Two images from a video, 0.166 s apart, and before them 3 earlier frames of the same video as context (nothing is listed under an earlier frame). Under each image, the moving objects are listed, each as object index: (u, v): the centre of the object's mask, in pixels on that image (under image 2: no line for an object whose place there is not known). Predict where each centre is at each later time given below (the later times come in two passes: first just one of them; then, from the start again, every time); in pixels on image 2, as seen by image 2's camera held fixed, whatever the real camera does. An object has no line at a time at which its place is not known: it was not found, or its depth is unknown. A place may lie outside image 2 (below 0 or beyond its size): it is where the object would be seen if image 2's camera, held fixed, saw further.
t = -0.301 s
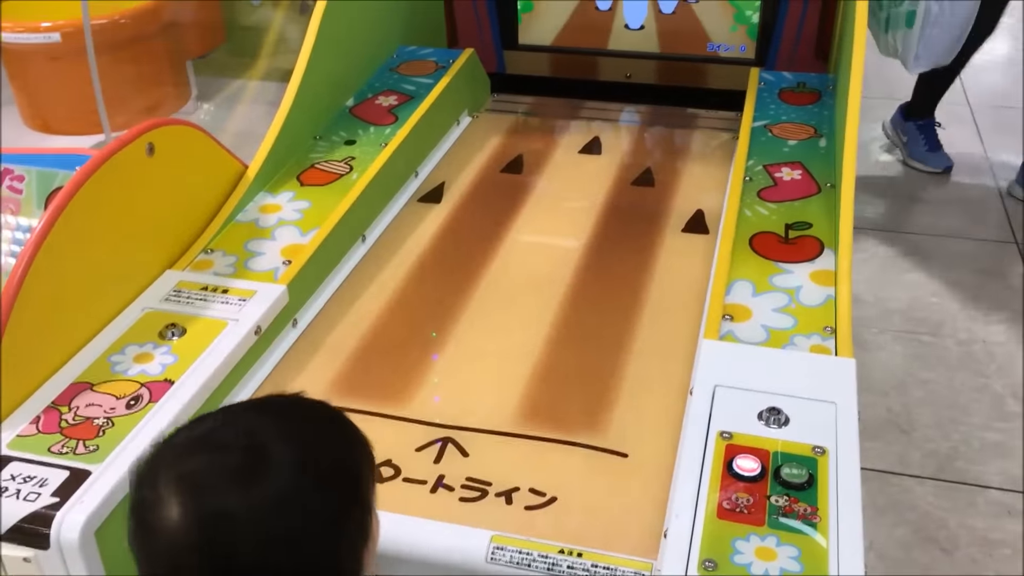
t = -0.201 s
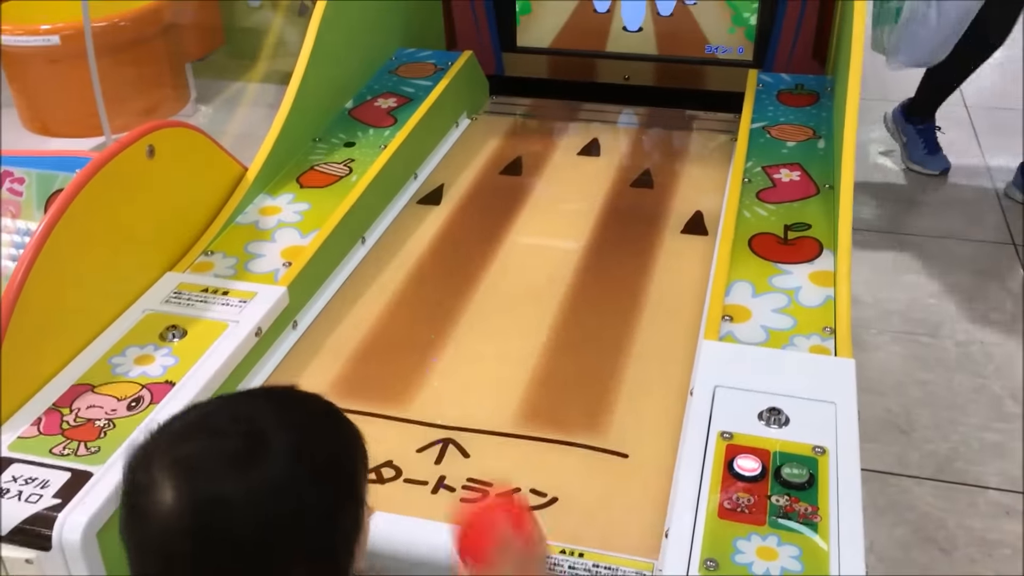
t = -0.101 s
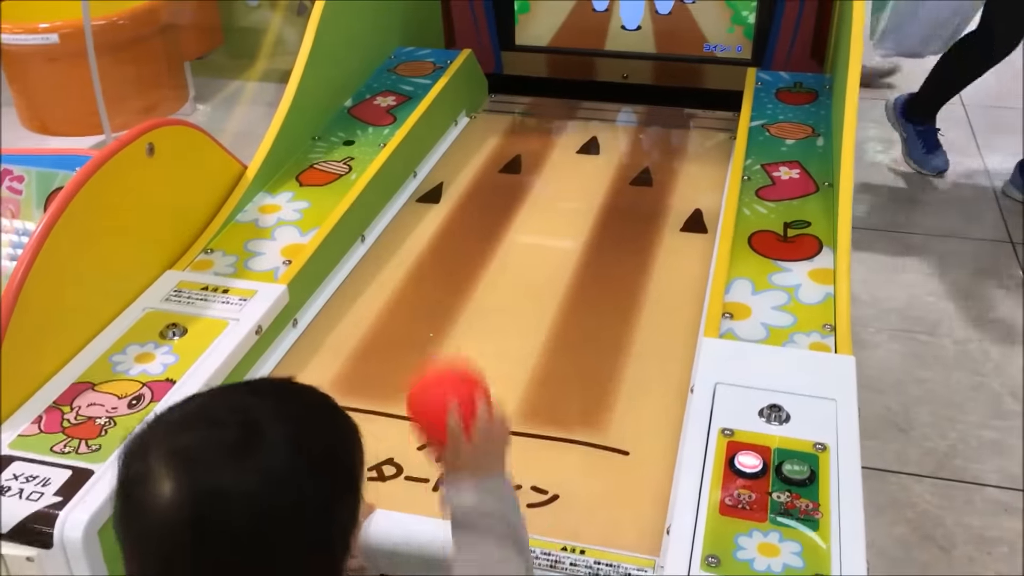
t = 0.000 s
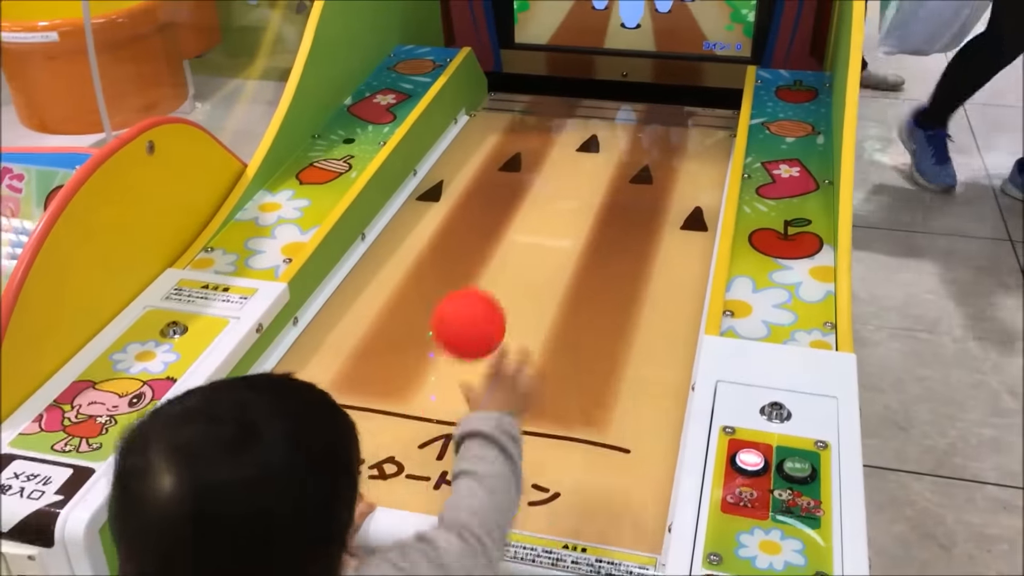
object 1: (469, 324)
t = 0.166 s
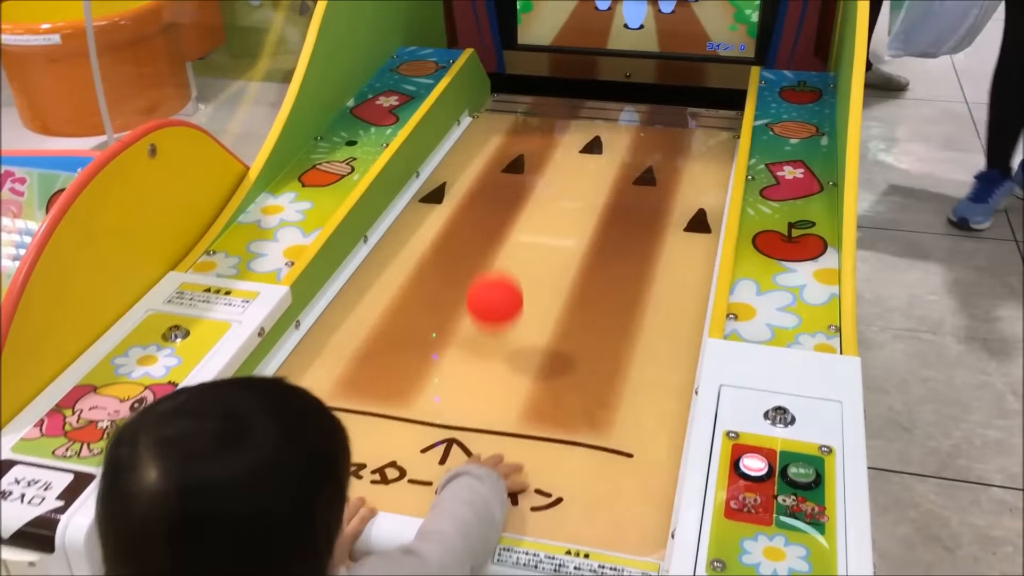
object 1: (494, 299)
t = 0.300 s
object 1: (496, 255)
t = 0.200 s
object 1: (494, 275)
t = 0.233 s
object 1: (494, 261)
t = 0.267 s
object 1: (495, 254)
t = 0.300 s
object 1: (496, 255)
